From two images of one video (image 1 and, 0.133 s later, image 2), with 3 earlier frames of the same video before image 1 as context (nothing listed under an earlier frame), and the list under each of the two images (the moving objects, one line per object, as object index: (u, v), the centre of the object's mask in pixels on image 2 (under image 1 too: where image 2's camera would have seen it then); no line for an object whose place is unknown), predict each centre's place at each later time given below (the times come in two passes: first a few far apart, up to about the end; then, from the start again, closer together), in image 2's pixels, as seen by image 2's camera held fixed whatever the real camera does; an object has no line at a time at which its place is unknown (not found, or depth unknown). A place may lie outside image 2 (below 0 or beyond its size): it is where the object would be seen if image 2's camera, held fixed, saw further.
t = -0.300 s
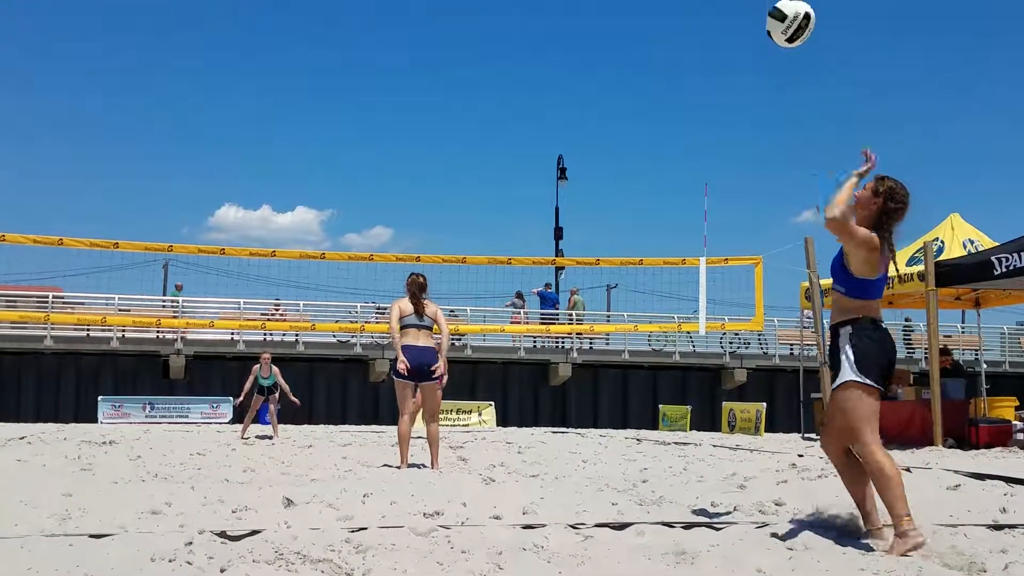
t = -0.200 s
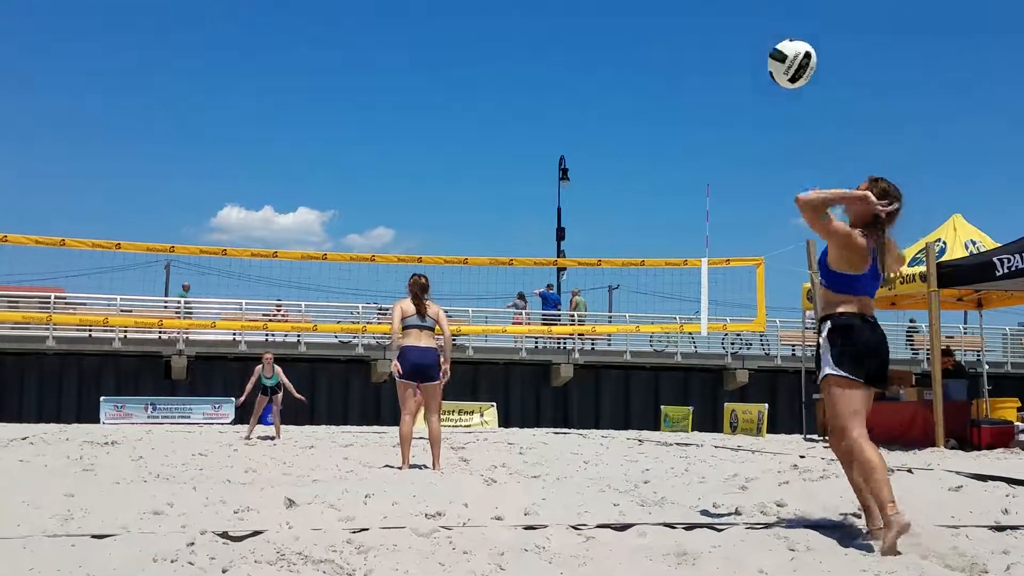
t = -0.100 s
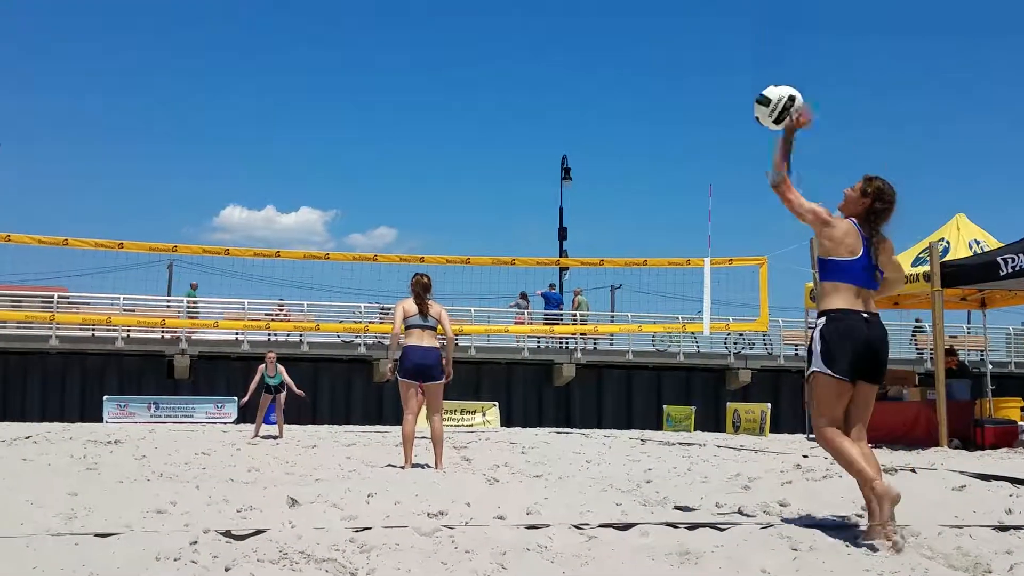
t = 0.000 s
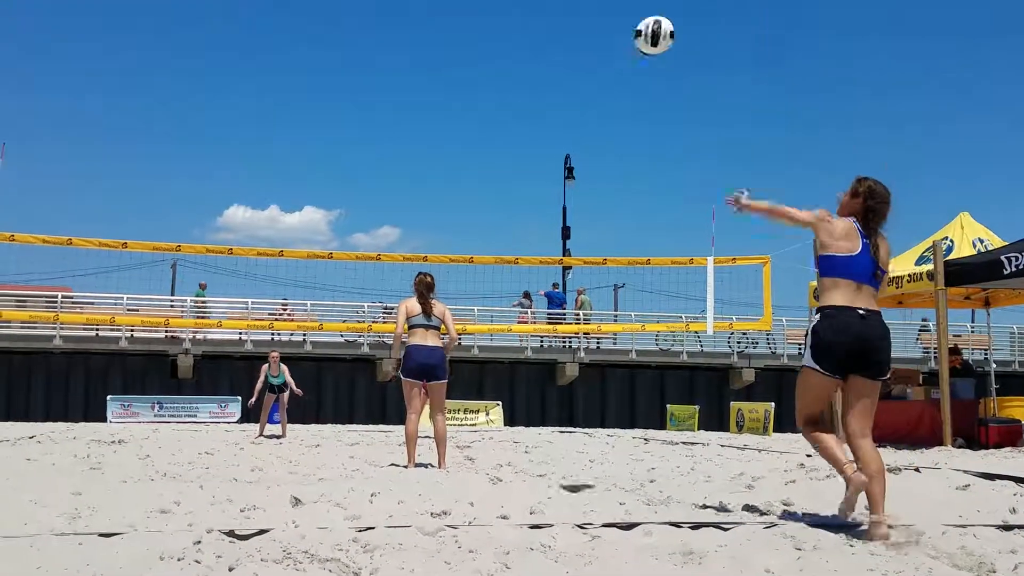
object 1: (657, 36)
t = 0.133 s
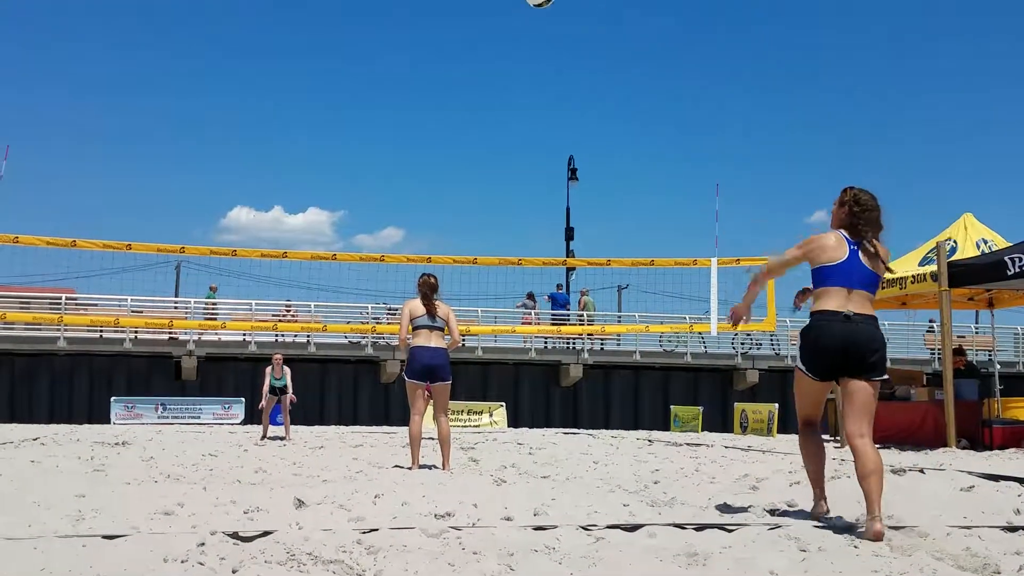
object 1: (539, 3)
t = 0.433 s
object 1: (383, 2)
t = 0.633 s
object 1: (329, 47)
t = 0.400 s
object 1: (396, -1)
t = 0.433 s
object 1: (383, 2)
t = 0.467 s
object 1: (372, 4)
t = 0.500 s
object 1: (360, 9)
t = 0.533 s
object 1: (350, 18)
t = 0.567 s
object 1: (342, 26)
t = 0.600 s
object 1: (336, 36)
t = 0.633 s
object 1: (329, 47)
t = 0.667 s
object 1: (323, 57)
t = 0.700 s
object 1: (318, 69)
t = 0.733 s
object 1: (313, 80)
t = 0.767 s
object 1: (309, 92)
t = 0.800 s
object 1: (306, 104)
